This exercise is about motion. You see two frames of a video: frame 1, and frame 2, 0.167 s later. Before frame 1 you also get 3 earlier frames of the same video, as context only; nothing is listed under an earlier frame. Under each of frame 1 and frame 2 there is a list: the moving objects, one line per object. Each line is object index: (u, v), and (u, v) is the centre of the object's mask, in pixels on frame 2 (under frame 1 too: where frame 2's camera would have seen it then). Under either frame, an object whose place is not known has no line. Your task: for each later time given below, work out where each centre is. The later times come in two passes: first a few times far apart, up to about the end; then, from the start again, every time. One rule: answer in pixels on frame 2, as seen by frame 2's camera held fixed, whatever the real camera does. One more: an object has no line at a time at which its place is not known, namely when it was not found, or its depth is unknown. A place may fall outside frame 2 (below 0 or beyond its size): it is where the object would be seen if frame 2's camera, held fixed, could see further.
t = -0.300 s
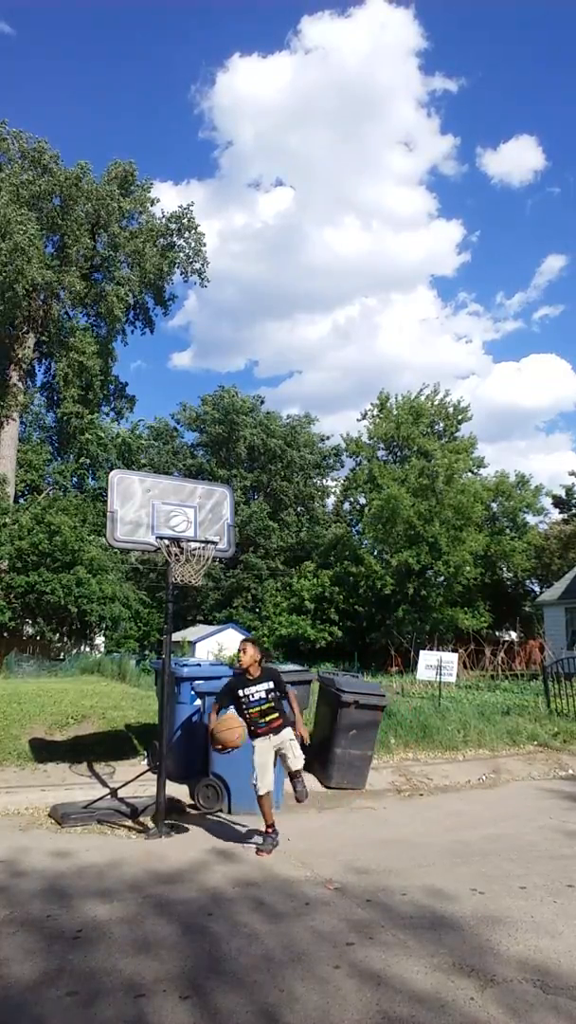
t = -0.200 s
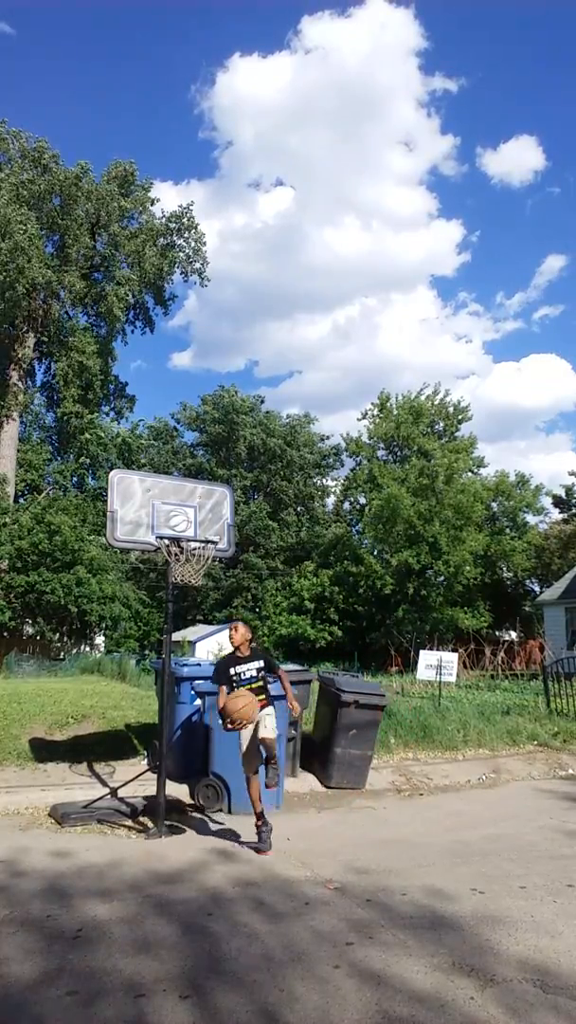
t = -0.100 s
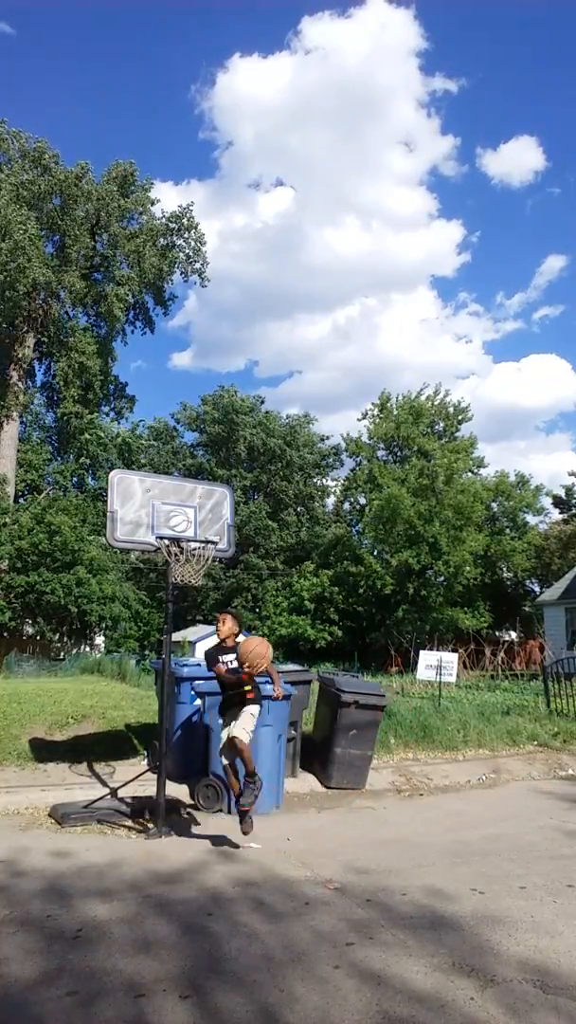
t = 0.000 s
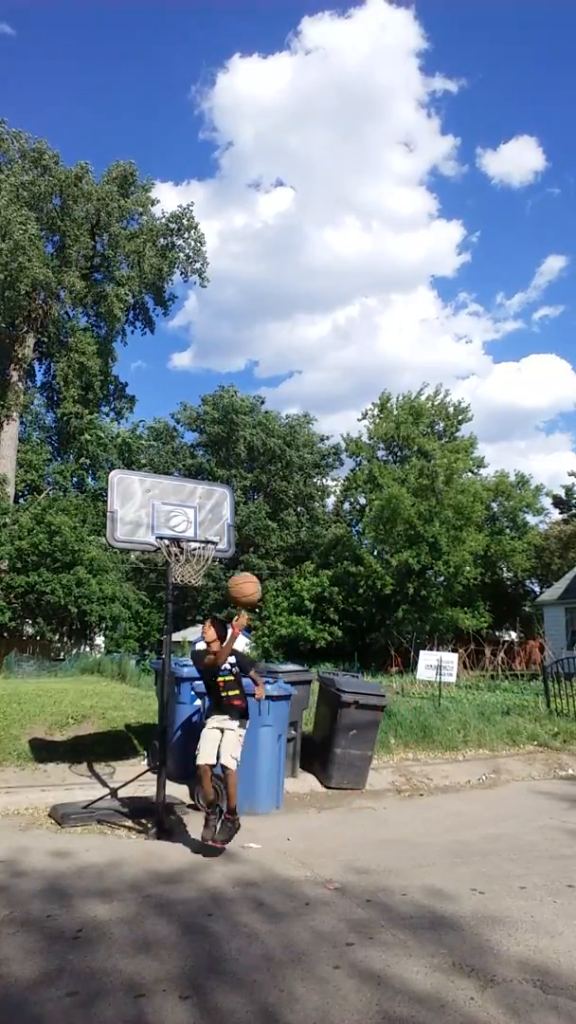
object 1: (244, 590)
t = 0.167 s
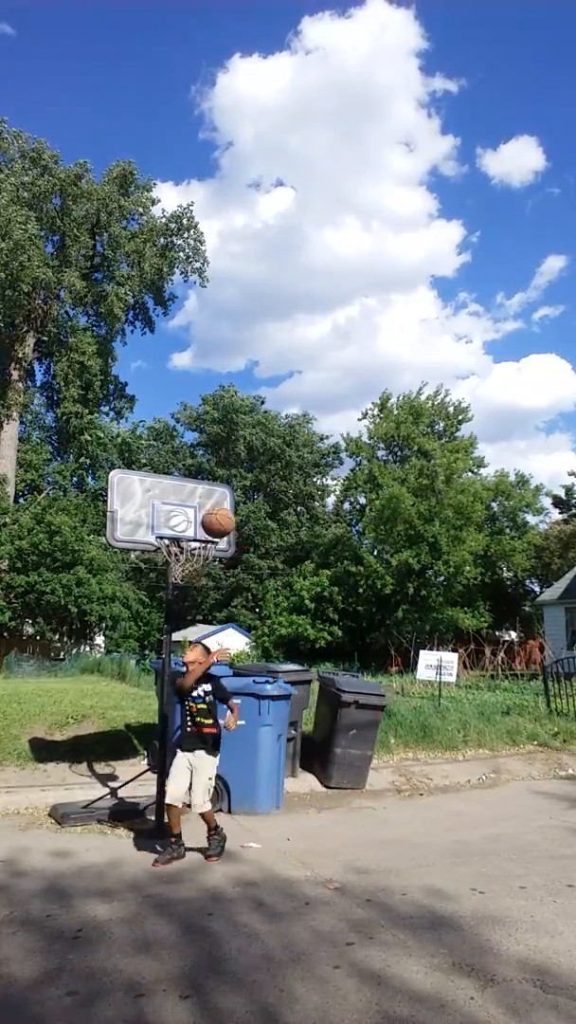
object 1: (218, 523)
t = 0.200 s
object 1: (213, 514)
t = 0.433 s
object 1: (181, 495)
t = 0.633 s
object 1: (170, 524)
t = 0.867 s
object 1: (193, 562)
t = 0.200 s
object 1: (213, 514)
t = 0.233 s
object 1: (208, 506)
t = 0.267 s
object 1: (204, 501)
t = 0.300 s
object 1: (198, 498)
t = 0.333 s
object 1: (194, 495)
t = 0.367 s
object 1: (190, 494)
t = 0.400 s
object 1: (185, 494)
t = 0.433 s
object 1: (181, 495)
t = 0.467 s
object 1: (176, 500)
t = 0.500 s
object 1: (171, 503)
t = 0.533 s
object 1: (168, 509)
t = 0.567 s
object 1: (169, 512)
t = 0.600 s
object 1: (169, 518)
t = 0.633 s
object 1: (170, 524)
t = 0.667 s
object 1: (173, 528)
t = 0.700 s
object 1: (176, 533)
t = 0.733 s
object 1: (180, 540)
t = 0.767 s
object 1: (183, 550)
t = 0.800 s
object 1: (186, 559)
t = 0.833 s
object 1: (191, 563)
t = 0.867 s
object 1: (193, 562)
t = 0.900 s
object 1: (195, 562)
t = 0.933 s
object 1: (194, 563)
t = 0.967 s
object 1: (195, 564)
